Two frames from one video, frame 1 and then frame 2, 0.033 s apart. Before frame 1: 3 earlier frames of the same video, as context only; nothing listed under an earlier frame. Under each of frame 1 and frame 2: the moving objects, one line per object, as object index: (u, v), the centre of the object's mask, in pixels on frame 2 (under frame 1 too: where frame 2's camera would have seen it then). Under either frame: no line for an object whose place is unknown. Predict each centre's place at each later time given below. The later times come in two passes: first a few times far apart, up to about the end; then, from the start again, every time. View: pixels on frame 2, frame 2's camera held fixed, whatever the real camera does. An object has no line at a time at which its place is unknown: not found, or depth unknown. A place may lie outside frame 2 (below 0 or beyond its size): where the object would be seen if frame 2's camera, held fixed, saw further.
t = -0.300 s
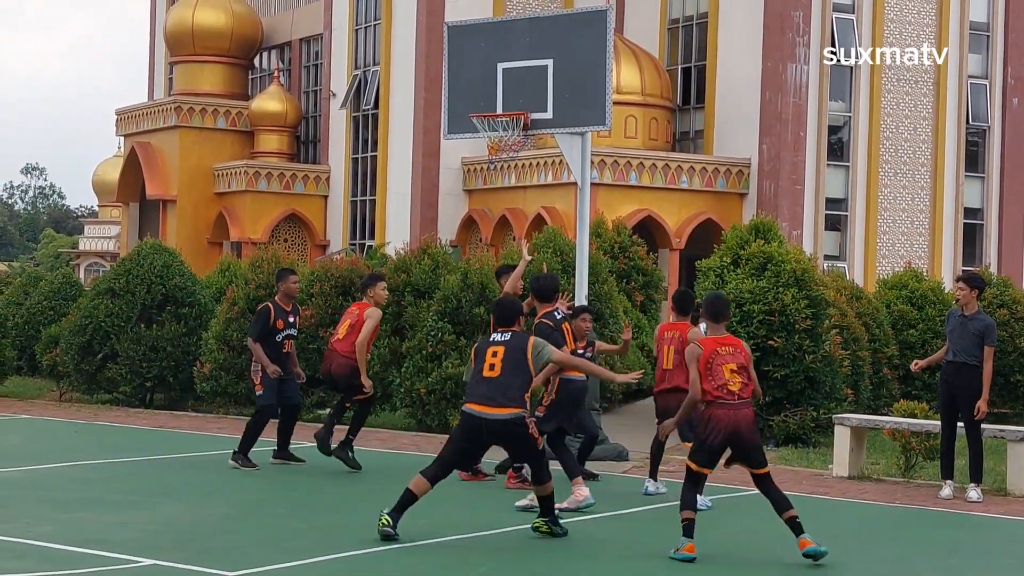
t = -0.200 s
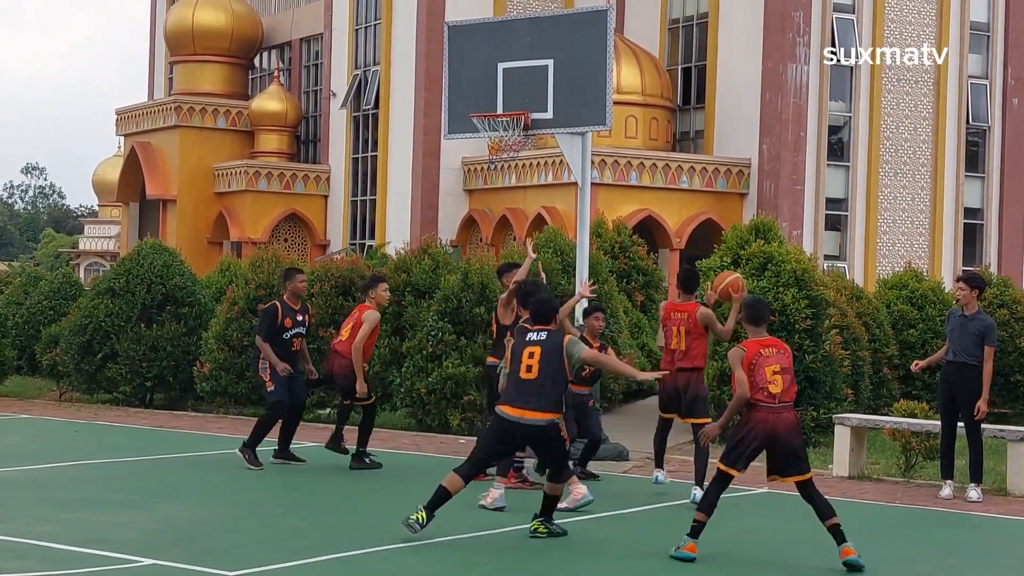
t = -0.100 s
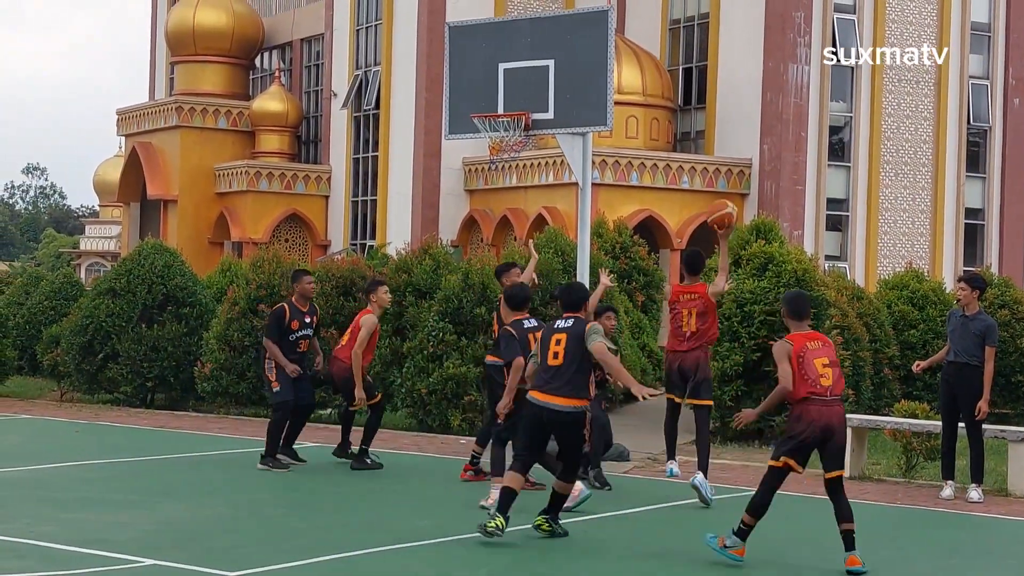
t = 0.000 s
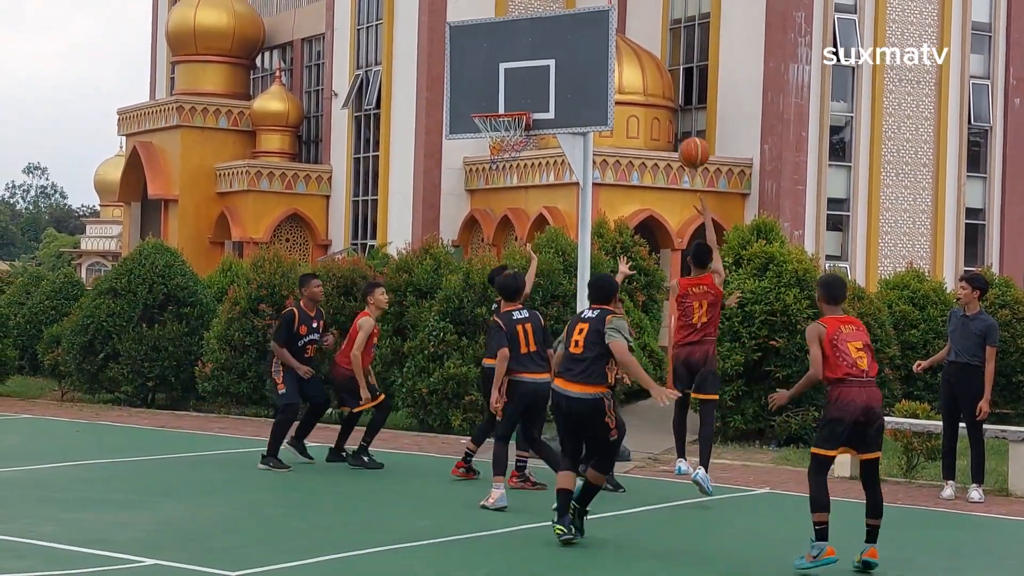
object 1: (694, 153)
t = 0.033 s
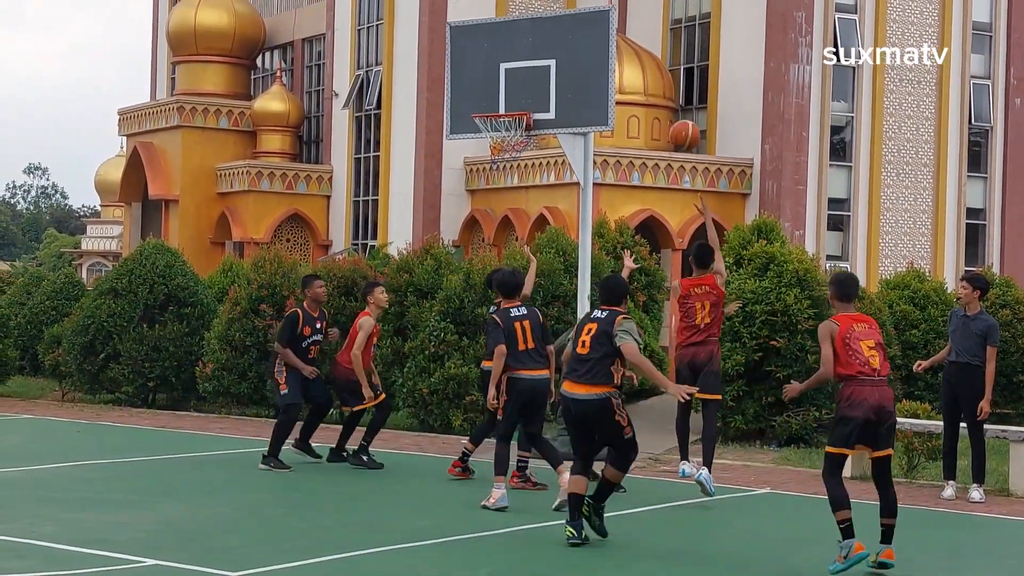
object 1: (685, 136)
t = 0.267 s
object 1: (618, 57)
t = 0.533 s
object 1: (547, 50)
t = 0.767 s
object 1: (489, 102)
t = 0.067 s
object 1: (675, 120)
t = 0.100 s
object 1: (665, 105)
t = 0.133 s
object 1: (654, 92)
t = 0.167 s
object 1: (646, 81)
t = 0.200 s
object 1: (636, 72)
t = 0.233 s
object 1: (627, 63)
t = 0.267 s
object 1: (618, 57)
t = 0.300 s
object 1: (609, 51)
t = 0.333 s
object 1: (599, 47)
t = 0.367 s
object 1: (591, 44)
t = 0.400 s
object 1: (582, 43)
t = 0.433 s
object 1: (573, 43)
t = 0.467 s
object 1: (564, 44)
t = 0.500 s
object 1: (555, 46)
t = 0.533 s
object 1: (547, 50)
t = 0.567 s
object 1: (538, 55)
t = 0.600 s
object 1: (530, 61)
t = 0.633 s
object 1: (521, 68)
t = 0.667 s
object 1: (514, 77)
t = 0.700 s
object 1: (506, 86)
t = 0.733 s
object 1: (498, 96)
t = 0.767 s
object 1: (489, 102)
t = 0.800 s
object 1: (480, 108)
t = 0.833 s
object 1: (471, 123)
